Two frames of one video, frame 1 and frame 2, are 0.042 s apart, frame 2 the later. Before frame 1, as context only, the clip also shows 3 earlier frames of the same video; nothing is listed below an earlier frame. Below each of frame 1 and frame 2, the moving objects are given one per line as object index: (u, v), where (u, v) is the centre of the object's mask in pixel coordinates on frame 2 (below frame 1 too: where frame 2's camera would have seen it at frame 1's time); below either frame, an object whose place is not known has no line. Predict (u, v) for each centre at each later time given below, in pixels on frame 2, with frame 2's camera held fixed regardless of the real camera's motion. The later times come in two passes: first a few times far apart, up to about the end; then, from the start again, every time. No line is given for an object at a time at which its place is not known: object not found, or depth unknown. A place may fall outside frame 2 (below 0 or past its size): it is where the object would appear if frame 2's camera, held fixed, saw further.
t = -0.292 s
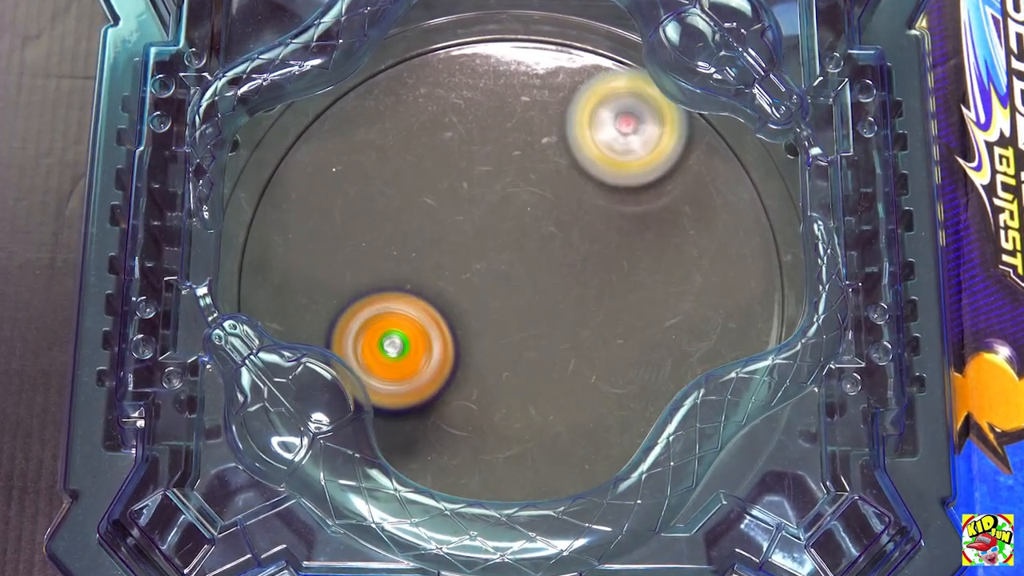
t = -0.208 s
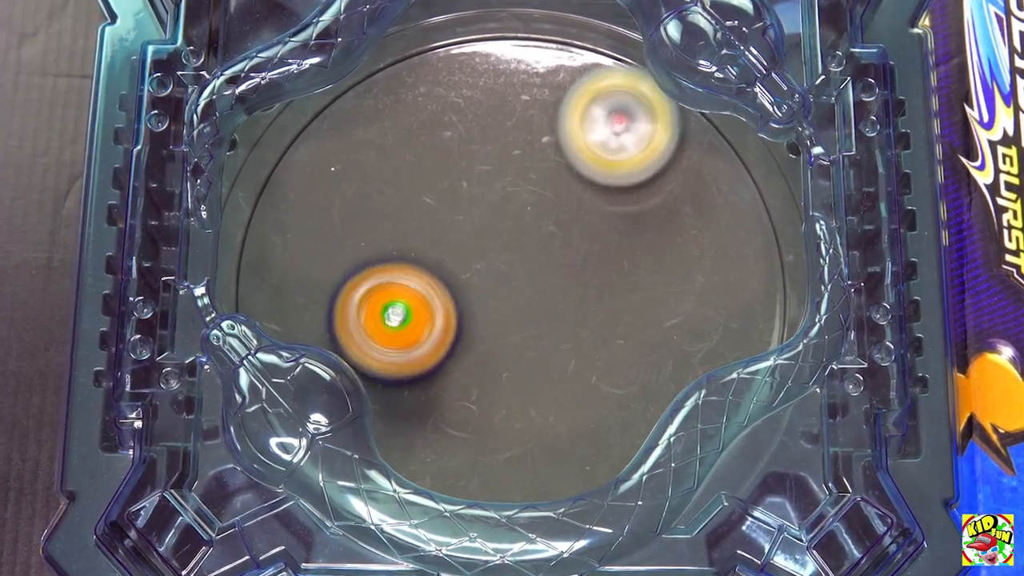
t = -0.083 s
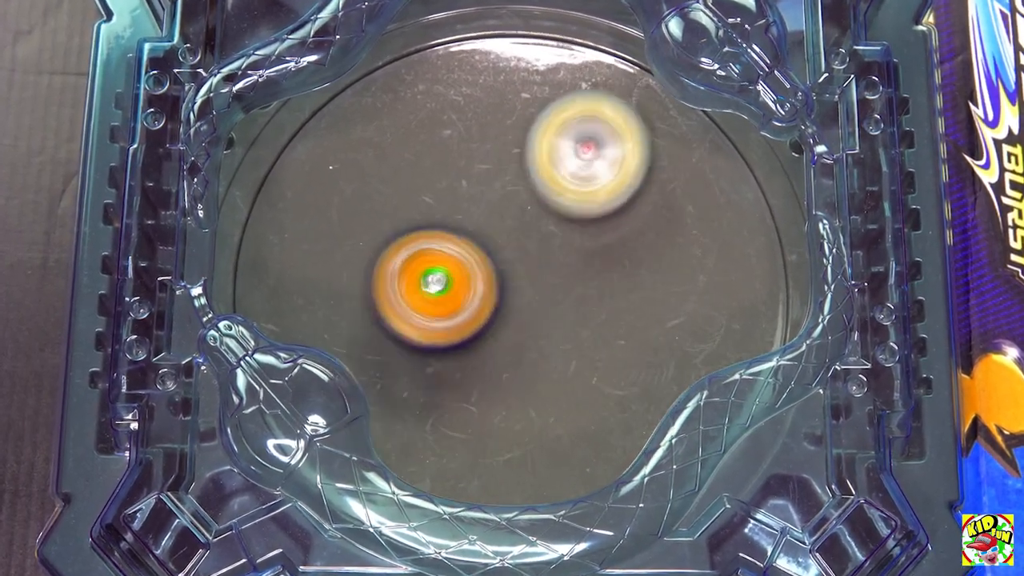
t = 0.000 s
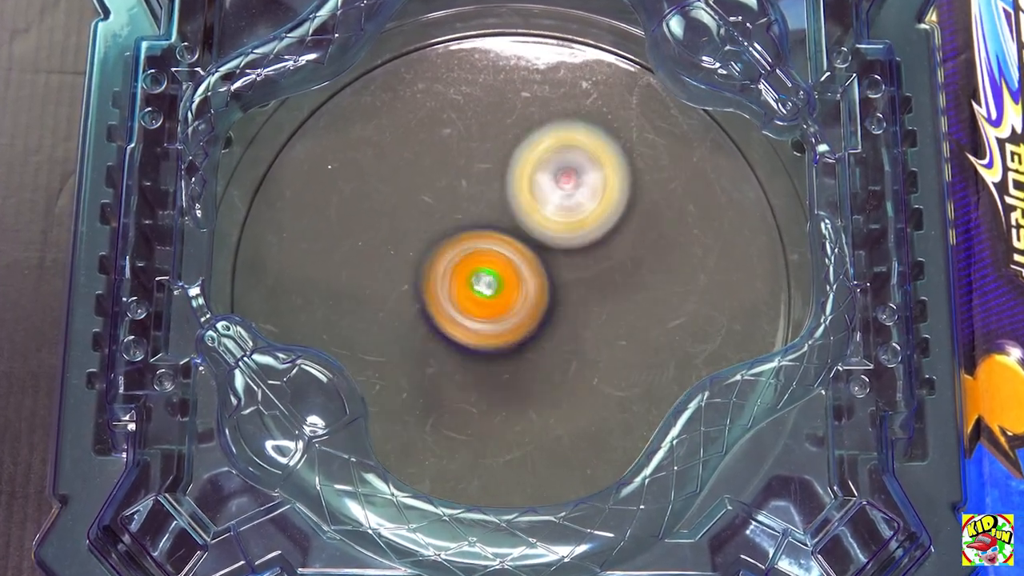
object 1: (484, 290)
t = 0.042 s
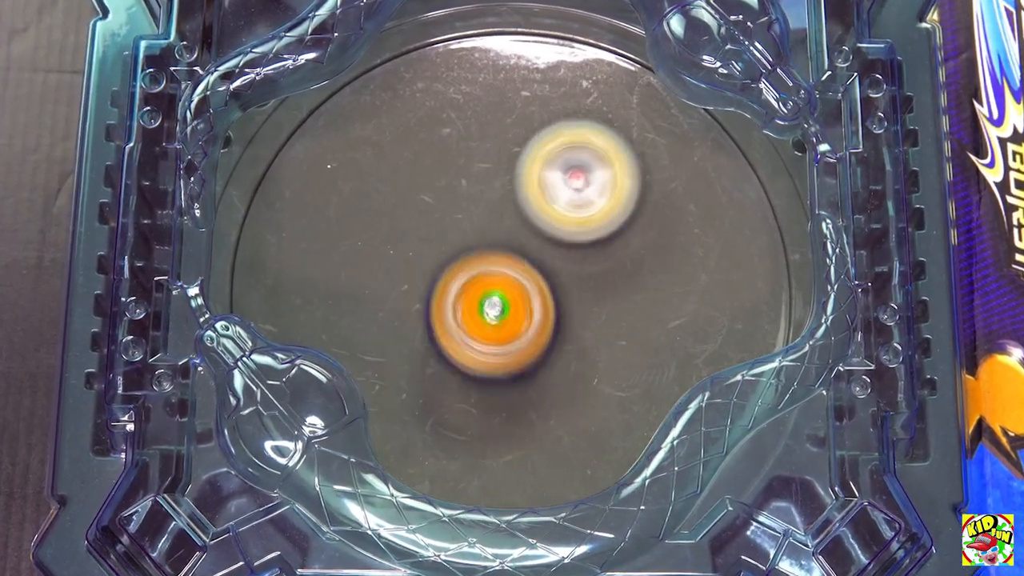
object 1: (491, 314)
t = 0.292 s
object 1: (445, 380)
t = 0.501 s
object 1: (432, 339)
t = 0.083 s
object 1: (494, 340)
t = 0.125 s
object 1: (492, 361)
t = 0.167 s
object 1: (485, 378)
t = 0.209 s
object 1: (473, 387)
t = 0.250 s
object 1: (459, 388)
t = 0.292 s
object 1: (445, 380)
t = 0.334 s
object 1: (439, 366)
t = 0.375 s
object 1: (437, 353)
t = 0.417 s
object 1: (440, 341)
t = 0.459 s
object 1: (449, 330)
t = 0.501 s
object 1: (432, 339)
